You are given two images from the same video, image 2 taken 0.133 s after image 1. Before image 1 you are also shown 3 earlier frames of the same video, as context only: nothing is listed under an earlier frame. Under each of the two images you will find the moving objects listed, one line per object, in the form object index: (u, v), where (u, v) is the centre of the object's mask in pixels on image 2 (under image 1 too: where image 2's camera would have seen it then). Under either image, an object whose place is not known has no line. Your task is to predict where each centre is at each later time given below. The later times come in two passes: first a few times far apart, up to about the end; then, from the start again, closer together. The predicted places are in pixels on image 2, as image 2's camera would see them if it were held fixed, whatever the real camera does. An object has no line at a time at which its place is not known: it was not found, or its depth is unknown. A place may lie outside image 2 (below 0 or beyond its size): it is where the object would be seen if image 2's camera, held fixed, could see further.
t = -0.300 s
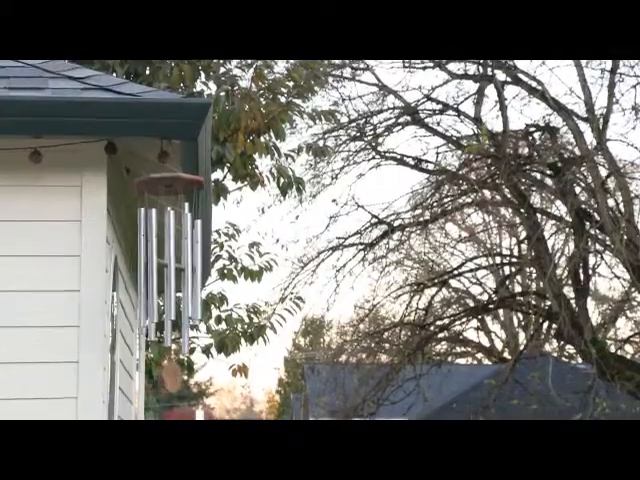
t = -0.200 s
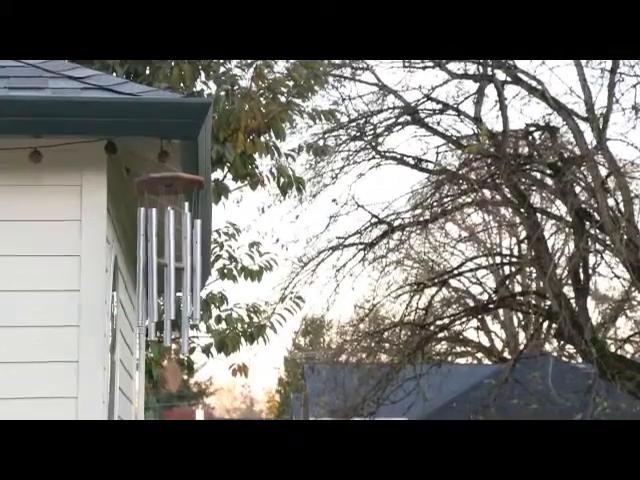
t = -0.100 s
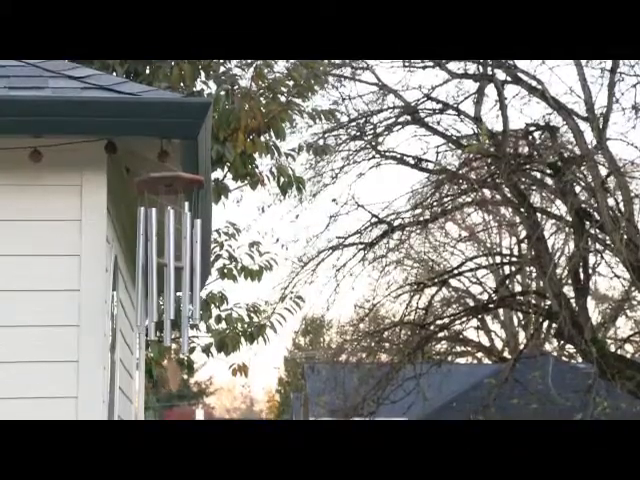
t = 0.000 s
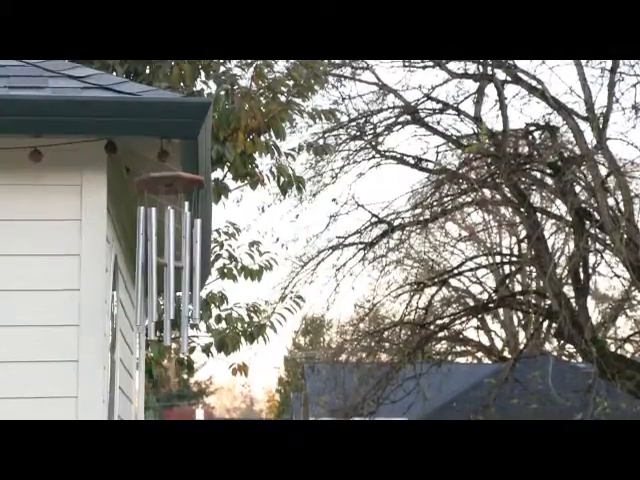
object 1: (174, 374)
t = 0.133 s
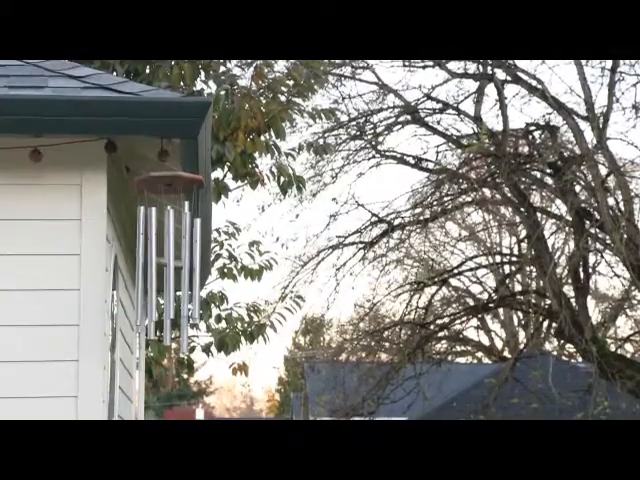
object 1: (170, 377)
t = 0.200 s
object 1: (170, 375)
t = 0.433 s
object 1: (169, 375)
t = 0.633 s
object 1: (167, 375)
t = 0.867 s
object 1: (167, 375)
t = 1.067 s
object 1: (168, 373)
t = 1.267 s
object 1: (174, 374)
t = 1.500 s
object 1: (180, 376)
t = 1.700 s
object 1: (179, 375)
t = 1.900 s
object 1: (168, 375)
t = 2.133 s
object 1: (161, 377)
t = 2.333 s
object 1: (163, 376)
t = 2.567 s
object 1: (174, 374)
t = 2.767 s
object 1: (181, 374)
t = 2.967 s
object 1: (185, 374)
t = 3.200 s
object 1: (177, 374)
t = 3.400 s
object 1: (172, 376)
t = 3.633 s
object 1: (170, 375)
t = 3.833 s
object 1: (167, 375)
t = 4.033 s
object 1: (165, 376)
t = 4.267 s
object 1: (160, 375)
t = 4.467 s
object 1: (159, 376)
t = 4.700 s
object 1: (179, 376)
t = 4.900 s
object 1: (188, 374)
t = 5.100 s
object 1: (184, 375)
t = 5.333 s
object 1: (176, 374)
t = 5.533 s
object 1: (163, 376)
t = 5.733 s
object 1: (159, 377)
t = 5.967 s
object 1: (163, 375)
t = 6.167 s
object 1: (173, 374)
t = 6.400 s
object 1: (183, 374)
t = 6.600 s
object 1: (188, 375)
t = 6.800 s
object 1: (180, 373)
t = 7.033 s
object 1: (168, 375)
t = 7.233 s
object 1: (163, 375)
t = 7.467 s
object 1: (164, 376)
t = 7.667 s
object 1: (175, 375)
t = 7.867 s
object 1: (181, 375)
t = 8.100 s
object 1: (179, 373)
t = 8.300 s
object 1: (179, 374)
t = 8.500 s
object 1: (173, 376)
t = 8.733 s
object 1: (163, 376)
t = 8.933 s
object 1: (168, 375)
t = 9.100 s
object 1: (172, 376)
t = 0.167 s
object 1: (171, 375)
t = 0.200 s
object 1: (170, 375)
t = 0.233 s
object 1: (168, 375)
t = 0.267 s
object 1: (168, 375)
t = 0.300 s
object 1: (168, 374)
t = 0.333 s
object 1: (169, 375)
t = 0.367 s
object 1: (169, 375)
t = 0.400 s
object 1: (169, 375)
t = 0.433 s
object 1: (169, 375)
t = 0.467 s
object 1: (169, 375)
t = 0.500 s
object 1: (168, 375)
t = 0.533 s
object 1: (168, 375)
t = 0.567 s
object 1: (168, 375)
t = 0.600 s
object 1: (168, 375)
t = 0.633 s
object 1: (167, 375)
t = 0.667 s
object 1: (167, 375)
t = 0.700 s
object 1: (167, 375)
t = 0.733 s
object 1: (167, 375)
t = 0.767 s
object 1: (167, 375)
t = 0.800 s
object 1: (167, 375)
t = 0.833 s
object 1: (167, 375)
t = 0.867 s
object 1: (167, 375)
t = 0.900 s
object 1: (167, 375)
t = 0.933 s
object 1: (167, 375)
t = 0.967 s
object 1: (167, 375)
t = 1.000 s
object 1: (167, 375)
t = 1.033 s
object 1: (168, 375)
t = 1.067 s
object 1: (168, 373)
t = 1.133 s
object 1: (169, 372)
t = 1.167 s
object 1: (170, 374)
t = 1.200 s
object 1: (172, 374)
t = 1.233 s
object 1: (173, 374)
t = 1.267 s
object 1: (174, 374)
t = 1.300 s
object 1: (175, 374)
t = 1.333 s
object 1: (178, 375)
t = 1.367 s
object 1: (178, 375)
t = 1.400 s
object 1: (179, 375)
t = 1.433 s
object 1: (179, 375)
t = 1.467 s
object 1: (180, 375)
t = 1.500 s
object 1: (180, 376)
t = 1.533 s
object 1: (182, 375)
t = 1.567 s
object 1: (181, 375)
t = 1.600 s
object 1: (181, 375)
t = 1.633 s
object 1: (181, 375)
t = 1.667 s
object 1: (180, 375)
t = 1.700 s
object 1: (179, 375)
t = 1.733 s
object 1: (179, 375)
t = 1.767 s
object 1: (176, 375)
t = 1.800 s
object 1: (175, 375)
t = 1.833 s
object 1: (172, 375)
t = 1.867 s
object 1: (170, 375)
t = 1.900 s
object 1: (168, 375)
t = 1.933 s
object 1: (168, 375)
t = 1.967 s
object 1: (165, 372)
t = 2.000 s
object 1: (164, 376)
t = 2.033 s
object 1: (163, 377)
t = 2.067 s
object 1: (163, 377)
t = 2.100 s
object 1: (161, 377)
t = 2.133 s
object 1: (161, 377)
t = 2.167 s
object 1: (161, 376)
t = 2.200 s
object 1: (163, 376)
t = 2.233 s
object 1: (163, 376)
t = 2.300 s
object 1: (163, 376)
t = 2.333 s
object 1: (163, 376)
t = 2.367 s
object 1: (164, 376)
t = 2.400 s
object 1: (167, 375)
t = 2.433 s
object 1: (168, 375)
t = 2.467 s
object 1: (169, 375)
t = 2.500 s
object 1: (171, 375)
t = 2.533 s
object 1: (172, 375)
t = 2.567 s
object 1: (174, 374)
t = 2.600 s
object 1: (176, 374)
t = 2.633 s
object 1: (176, 372)
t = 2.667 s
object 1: (177, 373)
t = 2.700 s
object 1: (178, 373)
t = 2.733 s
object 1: (180, 373)
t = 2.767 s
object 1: (181, 374)
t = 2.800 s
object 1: (182, 374)
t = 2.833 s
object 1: (184, 374)
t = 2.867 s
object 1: (185, 374)
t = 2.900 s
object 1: (185, 374)
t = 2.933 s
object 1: (185, 374)
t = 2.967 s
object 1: (185, 374)
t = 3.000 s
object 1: (185, 375)
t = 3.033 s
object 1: (184, 375)
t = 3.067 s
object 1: (183, 376)
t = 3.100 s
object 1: (181, 375)
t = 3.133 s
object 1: (181, 375)
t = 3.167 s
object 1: (179, 375)
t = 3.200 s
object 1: (177, 374)
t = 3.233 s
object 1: (176, 375)
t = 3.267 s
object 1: (174, 374)
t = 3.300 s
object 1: (172, 376)
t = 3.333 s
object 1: (173, 375)
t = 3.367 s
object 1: (173, 375)
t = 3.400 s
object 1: (172, 376)
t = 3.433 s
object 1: (171, 376)
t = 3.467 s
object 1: (171, 376)
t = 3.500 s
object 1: (171, 376)
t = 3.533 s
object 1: (170, 376)
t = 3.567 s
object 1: (170, 375)
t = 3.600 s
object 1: (170, 375)
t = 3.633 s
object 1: (170, 375)
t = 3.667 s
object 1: (170, 375)
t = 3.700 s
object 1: (170, 375)
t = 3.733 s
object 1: (170, 375)
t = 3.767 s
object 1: (169, 376)
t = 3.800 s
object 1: (168, 375)
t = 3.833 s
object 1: (167, 375)
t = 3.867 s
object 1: (167, 375)
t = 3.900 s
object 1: (167, 375)
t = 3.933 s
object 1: (167, 375)
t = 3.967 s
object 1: (167, 375)
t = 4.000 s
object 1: (165, 375)
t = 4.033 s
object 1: (165, 376)
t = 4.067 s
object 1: (165, 375)
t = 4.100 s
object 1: (162, 376)
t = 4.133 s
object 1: (161, 376)
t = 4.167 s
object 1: (161, 376)
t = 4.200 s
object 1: (161, 376)
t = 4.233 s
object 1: (161, 376)
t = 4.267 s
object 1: (160, 375)
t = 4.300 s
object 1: (159, 376)
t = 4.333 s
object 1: (159, 375)
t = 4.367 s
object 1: (159, 375)
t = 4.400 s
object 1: (159, 375)
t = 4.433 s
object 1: (159, 375)
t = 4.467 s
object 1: (159, 376)
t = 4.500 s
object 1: (159, 376)
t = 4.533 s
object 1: (161, 375)
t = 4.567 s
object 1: (162, 376)
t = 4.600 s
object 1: (162, 376)
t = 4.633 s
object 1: (164, 376)
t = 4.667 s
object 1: (175, 376)
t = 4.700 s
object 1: (179, 376)
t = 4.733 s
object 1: (180, 375)
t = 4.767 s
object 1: (182, 374)
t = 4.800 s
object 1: (184, 374)
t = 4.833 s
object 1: (186, 375)
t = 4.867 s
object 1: (187, 375)
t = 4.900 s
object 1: (188, 374)
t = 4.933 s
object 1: (188, 374)
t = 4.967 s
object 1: (188, 374)
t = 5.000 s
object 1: (188, 375)
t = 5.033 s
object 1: (187, 375)
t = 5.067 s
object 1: (186, 375)
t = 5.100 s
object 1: (184, 375)
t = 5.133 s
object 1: (183, 373)
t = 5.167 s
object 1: (183, 373)
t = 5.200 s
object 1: (183, 372)
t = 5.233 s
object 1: (183, 373)
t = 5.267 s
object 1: (181, 375)
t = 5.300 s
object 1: (180, 375)
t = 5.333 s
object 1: (176, 374)
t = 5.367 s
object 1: (174, 376)
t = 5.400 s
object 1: (173, 376)
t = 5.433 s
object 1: (170, 375)
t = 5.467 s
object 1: (168, 376)
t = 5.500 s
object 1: (167, 376)
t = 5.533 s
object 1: (163, 376)
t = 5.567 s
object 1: (163, 377)
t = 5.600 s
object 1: (165, 377)
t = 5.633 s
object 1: (166, 376)
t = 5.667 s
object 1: (165, 376)
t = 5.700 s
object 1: (161, 376)
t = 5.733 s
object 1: (159, 377)
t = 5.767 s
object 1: (161, 376)
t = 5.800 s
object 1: (161, 376)
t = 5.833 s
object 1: (161, 376)
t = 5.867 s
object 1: (161, 376)
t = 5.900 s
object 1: (161, 376)
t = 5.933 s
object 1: (161, 376)
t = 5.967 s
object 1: (163, 375)
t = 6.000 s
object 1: (163, 375)
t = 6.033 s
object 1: (162, 375)
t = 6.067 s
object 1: (163, 376)
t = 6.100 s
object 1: (165, 377)
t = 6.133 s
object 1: (167, 378)
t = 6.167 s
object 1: (173, 374)
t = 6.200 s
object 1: (171, 376)
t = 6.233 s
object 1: (173, 376)
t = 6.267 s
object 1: (173, 375)
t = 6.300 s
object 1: (175, 376)
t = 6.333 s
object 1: (181, 374)
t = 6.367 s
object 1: (180, 374)
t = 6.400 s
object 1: (183, 374)
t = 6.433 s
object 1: (183, 373)
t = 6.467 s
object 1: (181, 367)
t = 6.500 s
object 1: (185, 370)
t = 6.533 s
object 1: (187, 373)
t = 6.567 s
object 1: (188, 374)
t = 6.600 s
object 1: (188, 375)
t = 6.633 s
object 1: (187, 374)
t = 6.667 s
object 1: (186, 374)
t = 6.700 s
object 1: (185, 374)
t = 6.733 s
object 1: (182, 374)
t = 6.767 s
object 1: (180, 373)
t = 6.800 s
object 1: (180, 373)
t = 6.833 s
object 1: (179, 372)
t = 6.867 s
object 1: (174, 375)
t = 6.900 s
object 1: (172, 373)
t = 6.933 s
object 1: (171, 372)
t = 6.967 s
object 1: (171, 373)
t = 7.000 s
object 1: (169, 374)
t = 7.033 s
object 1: (168, 375)
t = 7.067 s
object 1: (168, 375)
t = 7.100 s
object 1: (167, 374)
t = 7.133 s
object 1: (168, 375)
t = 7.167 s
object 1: (165, 375)
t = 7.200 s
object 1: (164, 375)
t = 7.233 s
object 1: (163, 375)
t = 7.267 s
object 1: (165, 376)
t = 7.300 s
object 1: (165, 375)
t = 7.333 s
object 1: (164, 375)
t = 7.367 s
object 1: (163, 375)
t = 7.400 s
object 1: (163, 375)
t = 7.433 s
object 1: (162, 375)
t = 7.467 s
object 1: (164, 376)
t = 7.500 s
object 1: (164, 377)
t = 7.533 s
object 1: (164, 377)
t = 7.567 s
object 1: (166, 376)
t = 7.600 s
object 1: (172, 376)
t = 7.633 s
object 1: (174, 376)
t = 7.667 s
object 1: (175, 375)
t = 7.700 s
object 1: (177, 376)
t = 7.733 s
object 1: (179, 375)
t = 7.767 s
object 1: (179, 375)
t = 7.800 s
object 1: (180, 375)
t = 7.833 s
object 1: (181, 375)
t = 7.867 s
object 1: (181, 375)
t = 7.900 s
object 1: (181, 375)
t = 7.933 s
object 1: (181, 375)
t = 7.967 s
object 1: (181, 374)
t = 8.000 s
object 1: (183, 374)
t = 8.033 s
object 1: (182, 373)
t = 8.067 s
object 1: (181, 372)
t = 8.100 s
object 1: (179, 373)
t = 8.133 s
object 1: (178, 371)
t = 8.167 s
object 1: (179, 373)
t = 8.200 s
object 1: (180, 373)
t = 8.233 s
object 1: (180, 373)
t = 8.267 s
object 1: (180, 374)
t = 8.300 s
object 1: (179, 374)
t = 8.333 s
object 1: (179, 374)
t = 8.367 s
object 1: (177, 374)
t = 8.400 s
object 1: (175, 375)
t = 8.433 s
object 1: (175, 375)
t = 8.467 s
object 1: (175, 375)
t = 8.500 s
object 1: (173, 376)
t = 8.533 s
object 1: (169, 375)
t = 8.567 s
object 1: (168, 376)
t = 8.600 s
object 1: (168, 376)
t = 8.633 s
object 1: (166, 376)
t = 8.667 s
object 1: (167, 376)
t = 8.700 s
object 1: (164, 376)
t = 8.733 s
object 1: (163, 376)
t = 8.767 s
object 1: (162, 376)
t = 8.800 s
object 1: (162, 377)
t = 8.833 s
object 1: (162, 377)
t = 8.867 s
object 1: (162, 377)
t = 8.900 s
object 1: (164, 376)
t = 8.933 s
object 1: (168, 375)
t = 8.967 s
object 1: (164, 375)
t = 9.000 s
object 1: (166, 375)
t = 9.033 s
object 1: (168, 376)
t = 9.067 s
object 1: (169, 376)
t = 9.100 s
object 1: (172, 376)
